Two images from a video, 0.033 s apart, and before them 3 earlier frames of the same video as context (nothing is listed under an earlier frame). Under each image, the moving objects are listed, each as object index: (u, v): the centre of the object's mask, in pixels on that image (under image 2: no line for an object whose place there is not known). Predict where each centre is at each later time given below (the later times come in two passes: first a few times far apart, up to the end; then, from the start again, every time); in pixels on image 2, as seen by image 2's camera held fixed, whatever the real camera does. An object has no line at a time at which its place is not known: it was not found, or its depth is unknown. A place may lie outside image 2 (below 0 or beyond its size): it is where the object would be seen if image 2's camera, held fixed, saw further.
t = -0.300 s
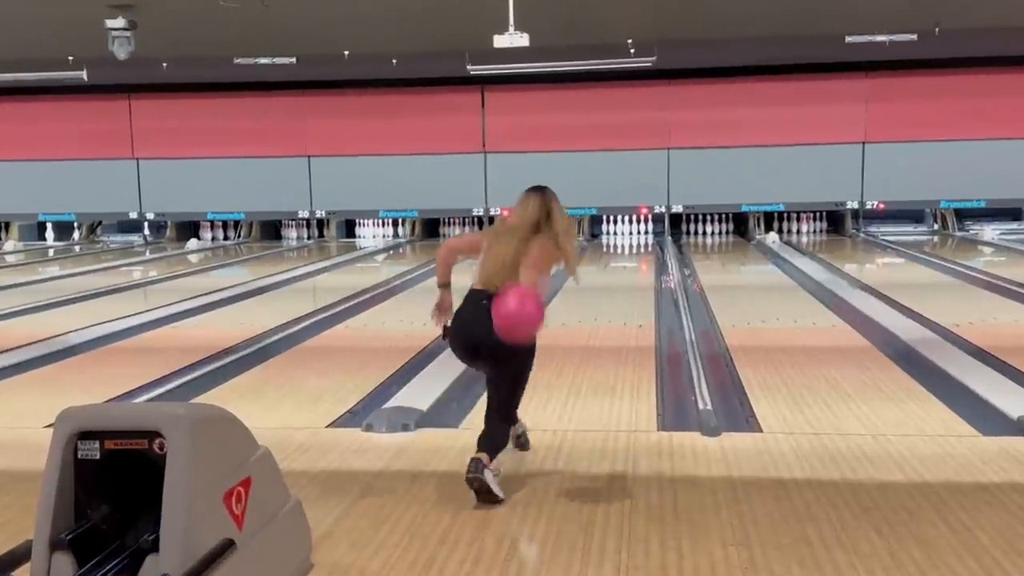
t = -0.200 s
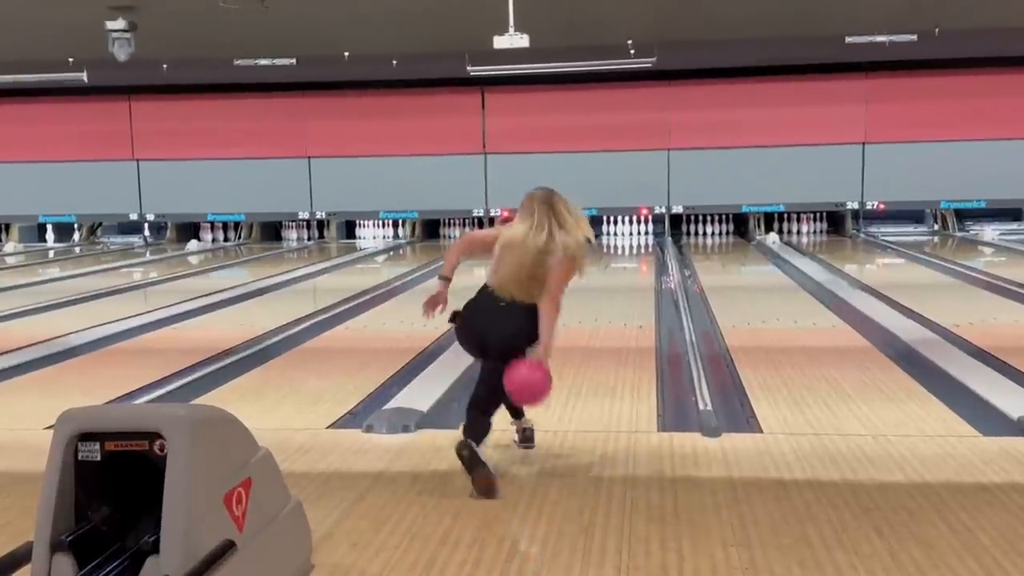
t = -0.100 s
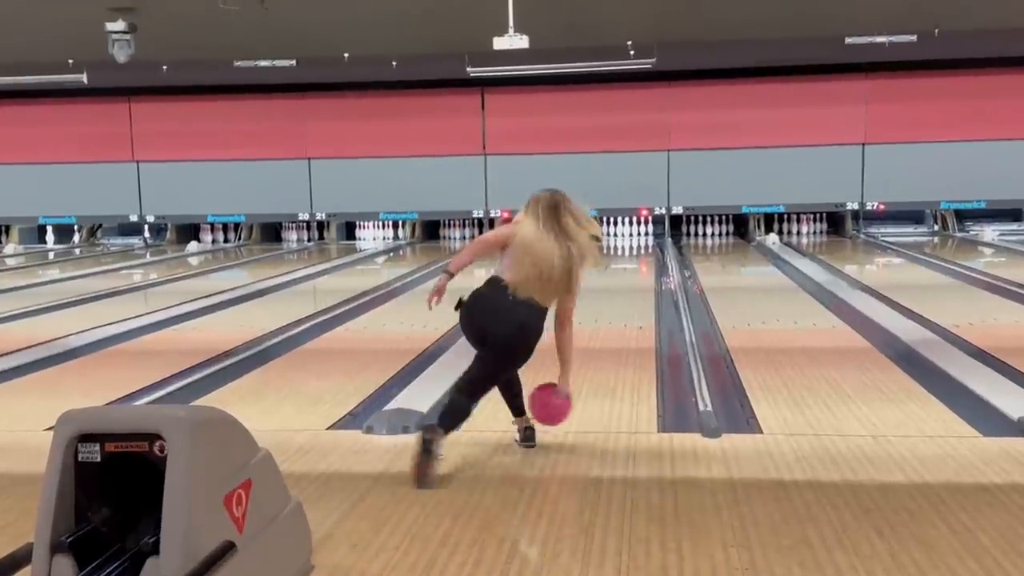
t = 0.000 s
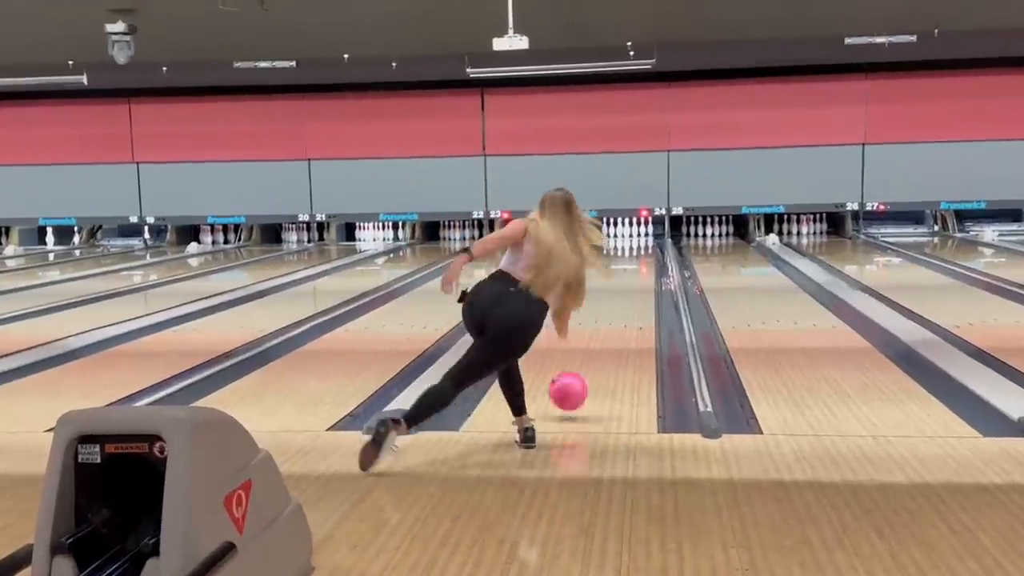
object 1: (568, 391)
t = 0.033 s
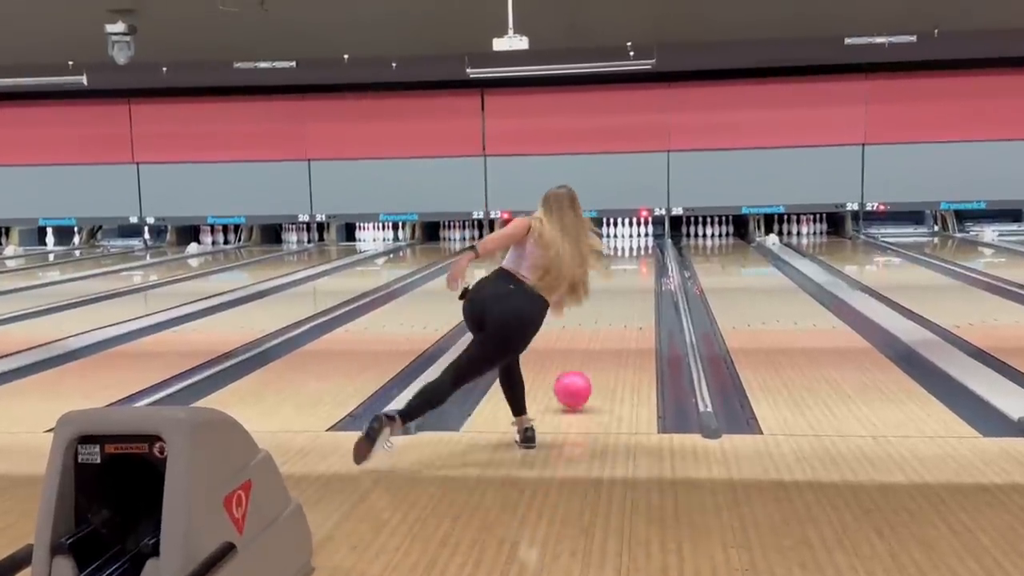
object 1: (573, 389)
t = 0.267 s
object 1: (597, 351)
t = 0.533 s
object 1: (615, 318)
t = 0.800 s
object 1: (628, 297)
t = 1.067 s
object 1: (634, 280)
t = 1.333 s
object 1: (637, 266)
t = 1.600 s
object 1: (638, 256)
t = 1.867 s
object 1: (637, 249)
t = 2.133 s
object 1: (635, 242)
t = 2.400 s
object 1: (630, 237)
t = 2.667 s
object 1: (626, 231)
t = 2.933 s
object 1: (623, 228)
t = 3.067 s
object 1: (624, 227)
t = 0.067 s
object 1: (577, 386)
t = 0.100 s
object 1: (581, 379)
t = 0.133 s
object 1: (584, 373)
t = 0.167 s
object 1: (588, 368)
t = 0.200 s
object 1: (591, 362)
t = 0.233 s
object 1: (594, 357)
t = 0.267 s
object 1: (597, 351)
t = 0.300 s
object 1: (600, 347)
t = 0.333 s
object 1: (602, 342)
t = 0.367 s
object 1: (605, 337)
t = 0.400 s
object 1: (607, 333)
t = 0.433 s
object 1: (609, 330)
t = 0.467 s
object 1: (612, 326)
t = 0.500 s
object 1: (614, 322)
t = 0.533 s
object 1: (615, 318)
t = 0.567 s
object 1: (617, 315)
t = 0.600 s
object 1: (619, 312)
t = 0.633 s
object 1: (621, 309)
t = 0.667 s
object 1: (623, 308)
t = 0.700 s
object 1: (626, 301)
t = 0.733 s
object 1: (625, 301)
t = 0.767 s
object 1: (626, 298)
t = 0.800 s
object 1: (628, 297)
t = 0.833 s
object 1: (629, 294)
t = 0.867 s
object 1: (630, 292)
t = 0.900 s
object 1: (631, 290)
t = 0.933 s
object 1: (632, 288)
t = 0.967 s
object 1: (633, 286)
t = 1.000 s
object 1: (633, 283)
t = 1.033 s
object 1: (634, 281)
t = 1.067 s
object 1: (634, 280)
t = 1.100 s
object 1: (635, 278)
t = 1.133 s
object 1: (635, 277)
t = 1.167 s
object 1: (636, 275)
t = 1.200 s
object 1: (636, 273)
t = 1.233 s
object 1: (637, 272)
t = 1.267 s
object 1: (637, 270)
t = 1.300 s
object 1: (637, 269)
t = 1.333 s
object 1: (637, 266)
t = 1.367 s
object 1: (638, 264)
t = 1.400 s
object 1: (638, 263)
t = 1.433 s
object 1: (638, 262)
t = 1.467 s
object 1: (637, 261)
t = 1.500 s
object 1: (637, 260)
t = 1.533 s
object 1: (638, 258)
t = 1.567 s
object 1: (638, 257)
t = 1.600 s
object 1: (638, 256)
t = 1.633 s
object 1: (638, 255)
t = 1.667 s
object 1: (638, 255)
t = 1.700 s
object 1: (637, 253)
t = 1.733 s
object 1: (637, 252)
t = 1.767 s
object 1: (637, 251)
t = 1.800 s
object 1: (637, 250)
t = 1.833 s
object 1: (637, 250)
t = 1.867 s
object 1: (637, 249)
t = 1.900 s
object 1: (637, 248)
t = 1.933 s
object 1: (637, 247)
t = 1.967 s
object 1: (636, 246)
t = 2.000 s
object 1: (636, 246)
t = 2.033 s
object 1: (636, 245)
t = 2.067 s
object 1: (636, 244)
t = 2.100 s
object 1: (635, 243)
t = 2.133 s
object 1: (635, 242)
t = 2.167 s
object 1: (634, 242)
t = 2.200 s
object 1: (634, 241)
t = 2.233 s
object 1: (633, 241)
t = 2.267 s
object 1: (632, 240)
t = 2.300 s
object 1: (632, 239)
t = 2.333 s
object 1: (631, 238)
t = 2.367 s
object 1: (631, 238)
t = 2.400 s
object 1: (630, 237)
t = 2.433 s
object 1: (629, 237)
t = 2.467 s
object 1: (629, 236)
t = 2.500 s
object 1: (629, 235)
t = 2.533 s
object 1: (627, 234)
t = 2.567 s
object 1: (627, 233)
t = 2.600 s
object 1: (626, 233)
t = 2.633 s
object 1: (626, 232)
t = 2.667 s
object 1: (626, 231)
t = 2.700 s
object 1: (623, 232)
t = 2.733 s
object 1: (624, 232)
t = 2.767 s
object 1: (623, 231)
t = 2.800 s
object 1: (623, 230)
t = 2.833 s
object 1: (622, 229)
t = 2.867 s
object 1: (622, 228)
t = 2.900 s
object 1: (623, 228)
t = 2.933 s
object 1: (623, 228)
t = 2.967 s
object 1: (623, 227)
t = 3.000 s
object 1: (624, 227)
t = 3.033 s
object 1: (623, 227)
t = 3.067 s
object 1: (624, 227)
